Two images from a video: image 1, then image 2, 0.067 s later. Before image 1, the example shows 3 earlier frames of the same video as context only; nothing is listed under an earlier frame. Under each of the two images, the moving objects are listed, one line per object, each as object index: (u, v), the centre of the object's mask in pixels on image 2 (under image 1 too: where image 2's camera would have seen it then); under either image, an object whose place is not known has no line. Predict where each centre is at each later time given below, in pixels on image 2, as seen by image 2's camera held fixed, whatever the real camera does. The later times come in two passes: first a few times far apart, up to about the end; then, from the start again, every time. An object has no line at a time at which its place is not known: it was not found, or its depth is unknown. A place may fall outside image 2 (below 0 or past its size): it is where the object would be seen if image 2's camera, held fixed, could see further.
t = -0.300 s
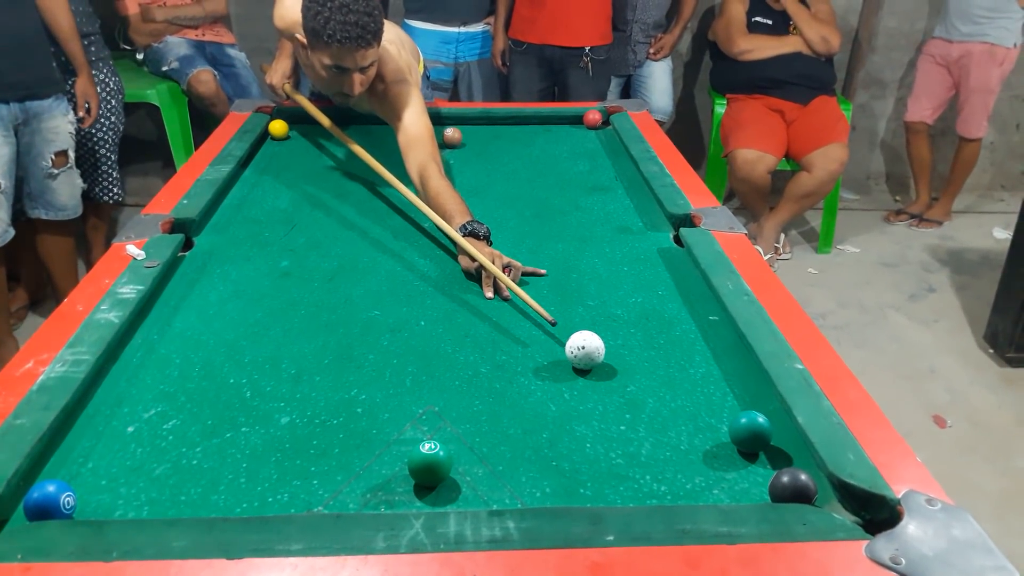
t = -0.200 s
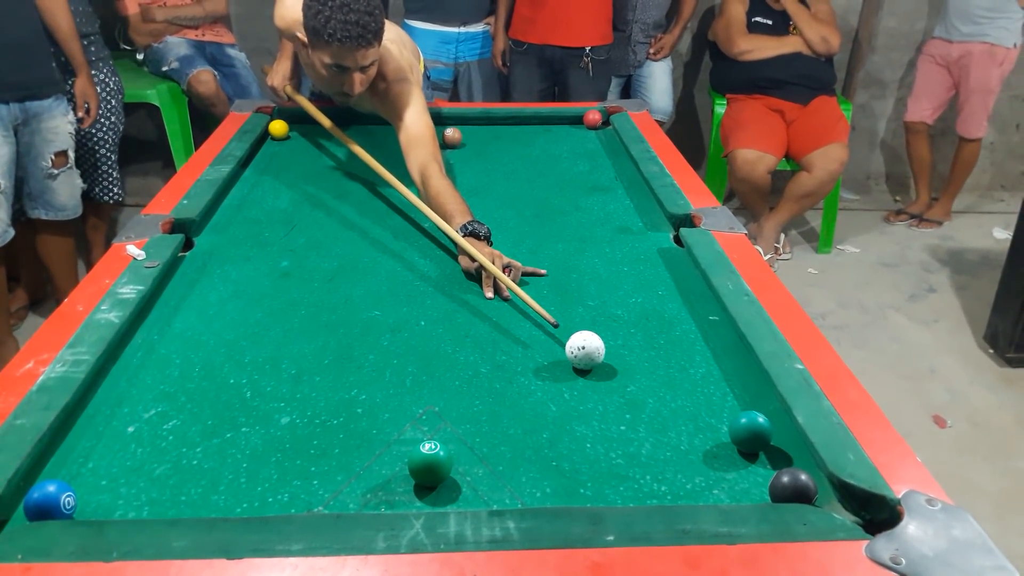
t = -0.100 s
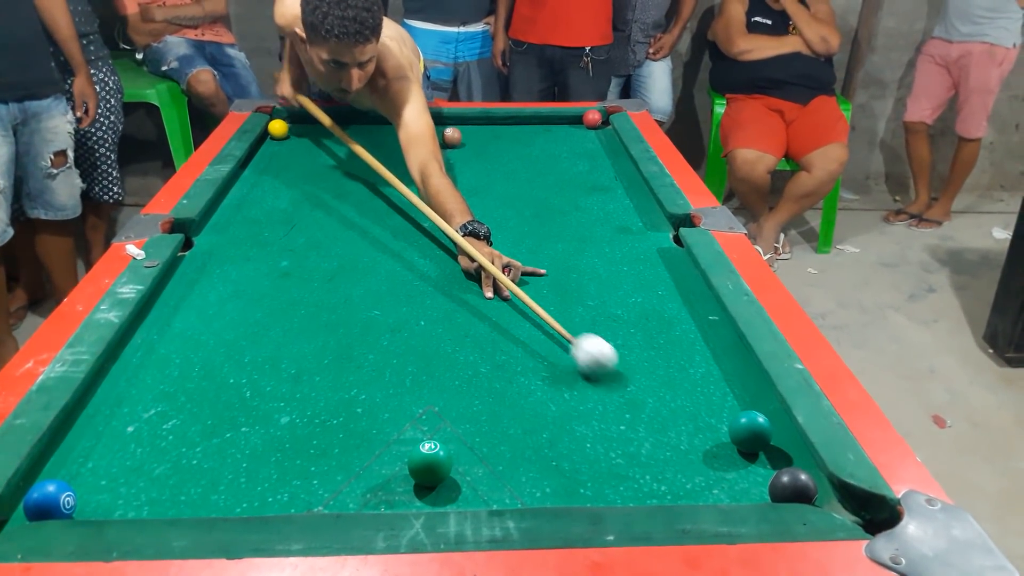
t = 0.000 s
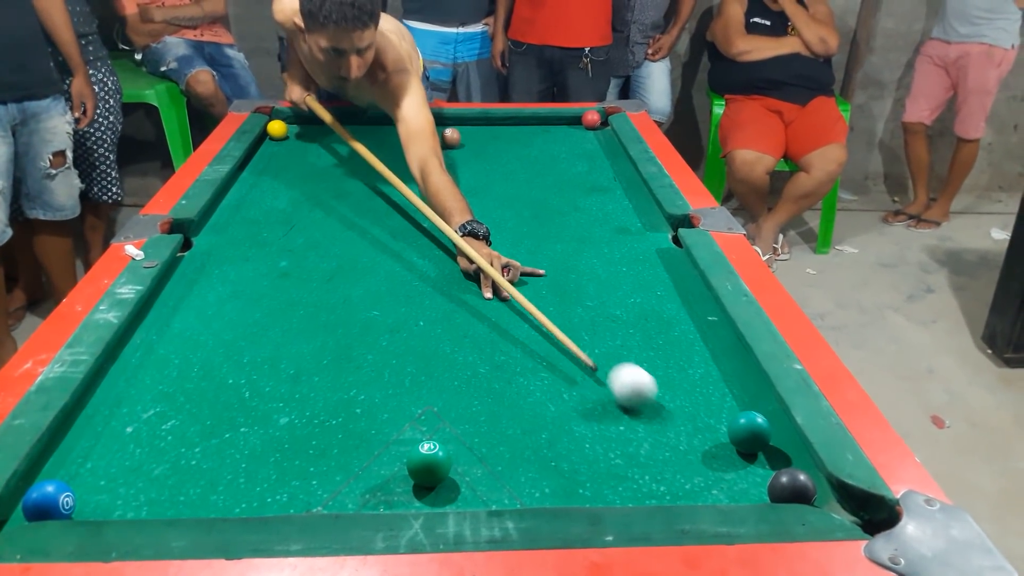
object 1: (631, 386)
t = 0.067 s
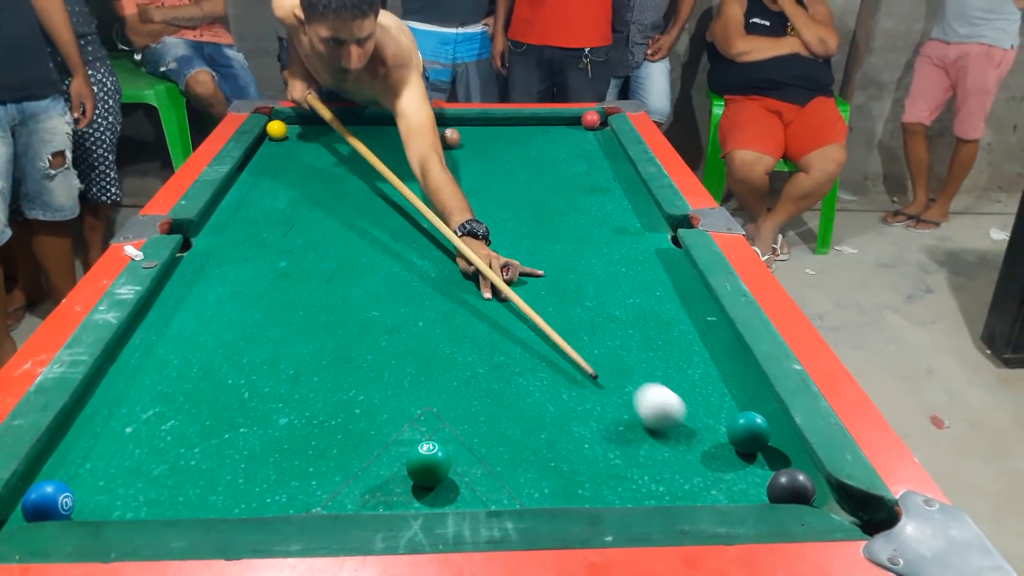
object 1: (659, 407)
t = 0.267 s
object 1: (743, 475)
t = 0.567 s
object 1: (726, 461)
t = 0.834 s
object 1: (697, 425)
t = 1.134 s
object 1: (667, 392)
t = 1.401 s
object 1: (645, 370)
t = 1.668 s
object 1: (628, 351)
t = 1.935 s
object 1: (615, 337)
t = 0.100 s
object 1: (673, 418)
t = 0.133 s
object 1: (688, 429)
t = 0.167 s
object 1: (704, 442)
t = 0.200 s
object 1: (719, 452)
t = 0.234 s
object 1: (736, 465)
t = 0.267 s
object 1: (743, 475)
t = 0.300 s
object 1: (745, 481)
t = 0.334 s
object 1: (748, 485)
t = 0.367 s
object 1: (750, 488)
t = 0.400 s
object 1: (746, 485)
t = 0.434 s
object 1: (742, 482)
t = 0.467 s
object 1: (738, 478)
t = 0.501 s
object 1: (734, 472)
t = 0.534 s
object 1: (730, 466)
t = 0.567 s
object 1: (726, 461)
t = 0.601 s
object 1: (723, 456)
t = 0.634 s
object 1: (719, 451)
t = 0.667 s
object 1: (716, 446)
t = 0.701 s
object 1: (713, 441)
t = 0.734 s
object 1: (709, 437)
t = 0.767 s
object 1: (704, 432)
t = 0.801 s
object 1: (700, 428)
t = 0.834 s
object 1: (697, 425)
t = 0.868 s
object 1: (693, 420)
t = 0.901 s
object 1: (689, 417)
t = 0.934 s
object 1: (685, 413)
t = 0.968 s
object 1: (682, 409)
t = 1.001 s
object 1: (679, 406)
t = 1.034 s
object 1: (675, 402)
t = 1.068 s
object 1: (673, 399)
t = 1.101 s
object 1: (669, 395)
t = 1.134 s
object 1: (667, 392)
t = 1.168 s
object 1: (664, 389)
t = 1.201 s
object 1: (661, 386)
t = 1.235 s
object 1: (658, 384)
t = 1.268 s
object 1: (655, 381)
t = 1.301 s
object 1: (653, 378)
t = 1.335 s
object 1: (650, 375)
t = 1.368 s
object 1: (648, 372)
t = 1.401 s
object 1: (645, 370)
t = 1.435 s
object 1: (643, 367)
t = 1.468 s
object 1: (641, 365)
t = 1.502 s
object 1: (639, 362)
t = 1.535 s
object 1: (636, 360)
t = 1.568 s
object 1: (634, 358)
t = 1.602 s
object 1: (632, 355)
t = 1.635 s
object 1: (630, 353)
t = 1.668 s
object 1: (628, 351)
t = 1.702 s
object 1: (626, 349)
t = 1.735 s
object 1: (624, 347)
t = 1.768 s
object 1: (622, 345)
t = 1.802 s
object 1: (621, 343)
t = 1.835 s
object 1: (619, 342)
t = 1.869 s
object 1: (618, 340)
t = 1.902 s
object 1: (617, 339)
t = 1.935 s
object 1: (615, 337)
